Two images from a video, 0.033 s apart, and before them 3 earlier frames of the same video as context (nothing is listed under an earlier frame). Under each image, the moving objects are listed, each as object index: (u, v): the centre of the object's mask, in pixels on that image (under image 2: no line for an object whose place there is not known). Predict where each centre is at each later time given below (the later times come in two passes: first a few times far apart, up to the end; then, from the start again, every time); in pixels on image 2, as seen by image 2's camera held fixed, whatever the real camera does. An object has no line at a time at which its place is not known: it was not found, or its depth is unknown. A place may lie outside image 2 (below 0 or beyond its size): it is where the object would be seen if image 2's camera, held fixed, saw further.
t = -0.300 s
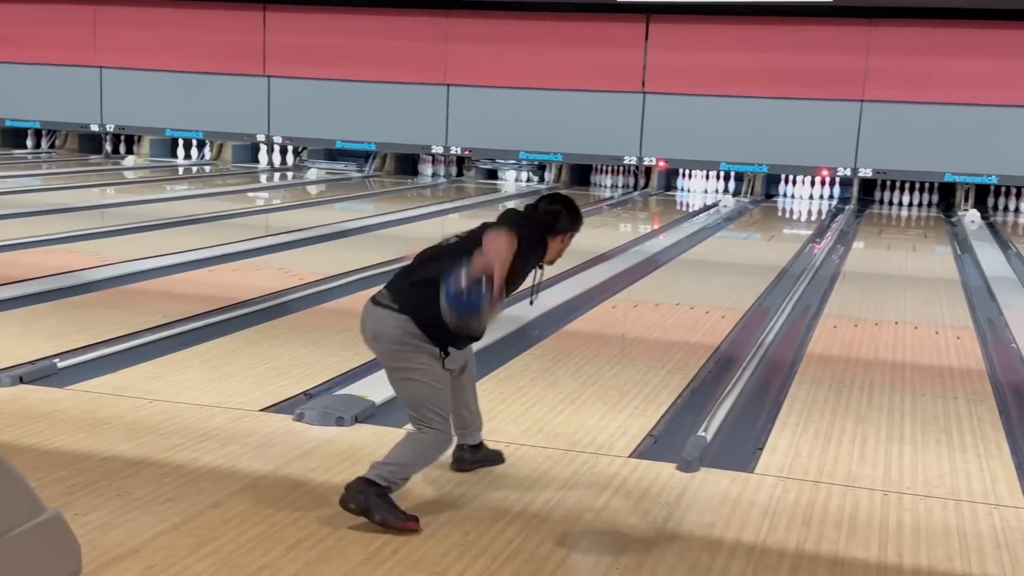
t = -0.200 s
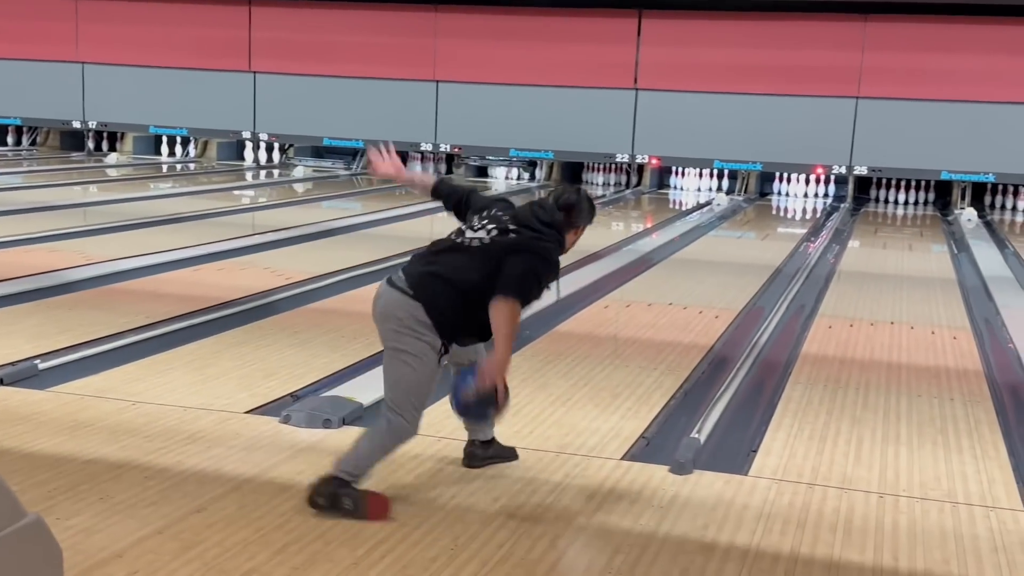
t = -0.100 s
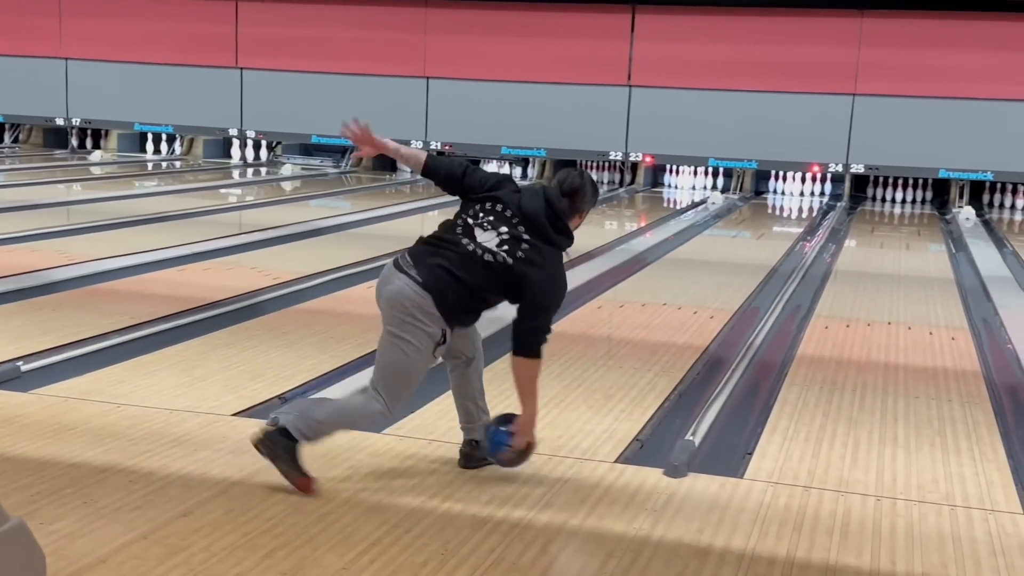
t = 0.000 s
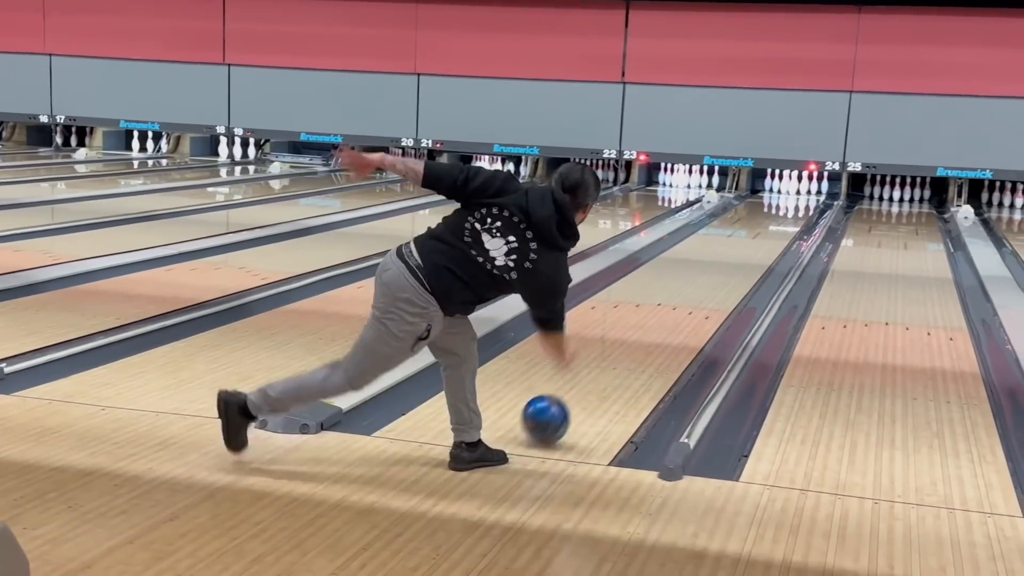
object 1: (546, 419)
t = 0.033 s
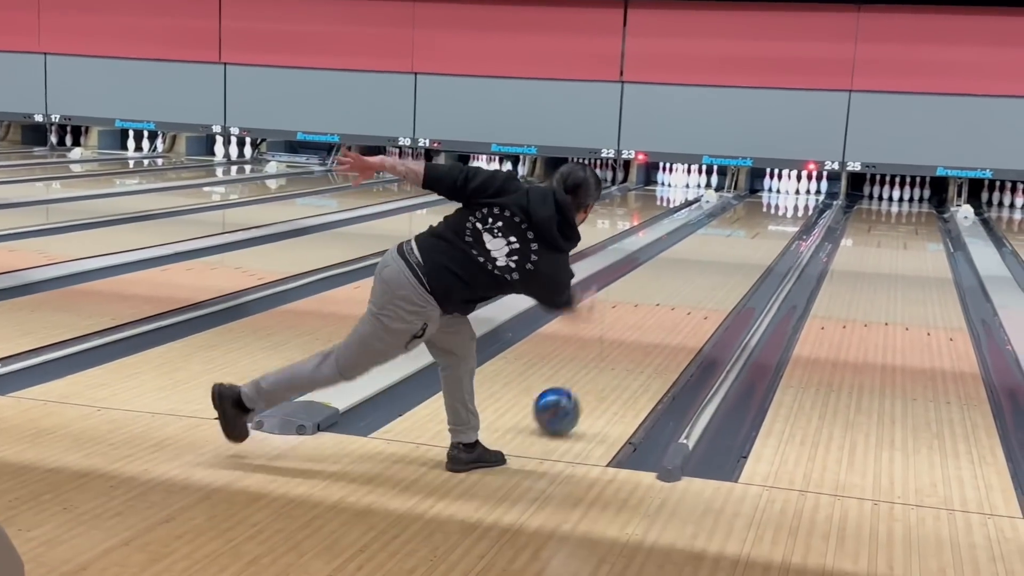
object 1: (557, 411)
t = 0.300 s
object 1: (634, 347)
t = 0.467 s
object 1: (667, 319)
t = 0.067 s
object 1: (568, 402)
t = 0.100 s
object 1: (579, 392)
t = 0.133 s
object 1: (590, 383)
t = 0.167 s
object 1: (600, 375)
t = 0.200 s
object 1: (610, 367)
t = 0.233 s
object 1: (618, 360)
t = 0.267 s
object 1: (627, 353)
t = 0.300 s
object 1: (634, 347)
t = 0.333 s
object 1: (641, 341)
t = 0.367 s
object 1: (648, 335)
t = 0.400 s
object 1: (652, 335)
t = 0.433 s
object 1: (662, 324)
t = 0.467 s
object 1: (667, 319)
